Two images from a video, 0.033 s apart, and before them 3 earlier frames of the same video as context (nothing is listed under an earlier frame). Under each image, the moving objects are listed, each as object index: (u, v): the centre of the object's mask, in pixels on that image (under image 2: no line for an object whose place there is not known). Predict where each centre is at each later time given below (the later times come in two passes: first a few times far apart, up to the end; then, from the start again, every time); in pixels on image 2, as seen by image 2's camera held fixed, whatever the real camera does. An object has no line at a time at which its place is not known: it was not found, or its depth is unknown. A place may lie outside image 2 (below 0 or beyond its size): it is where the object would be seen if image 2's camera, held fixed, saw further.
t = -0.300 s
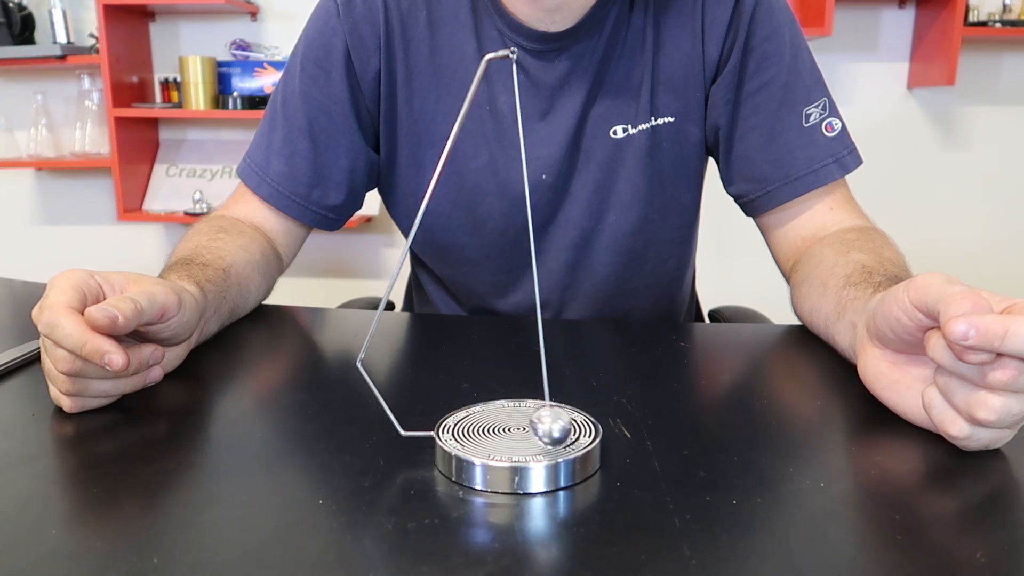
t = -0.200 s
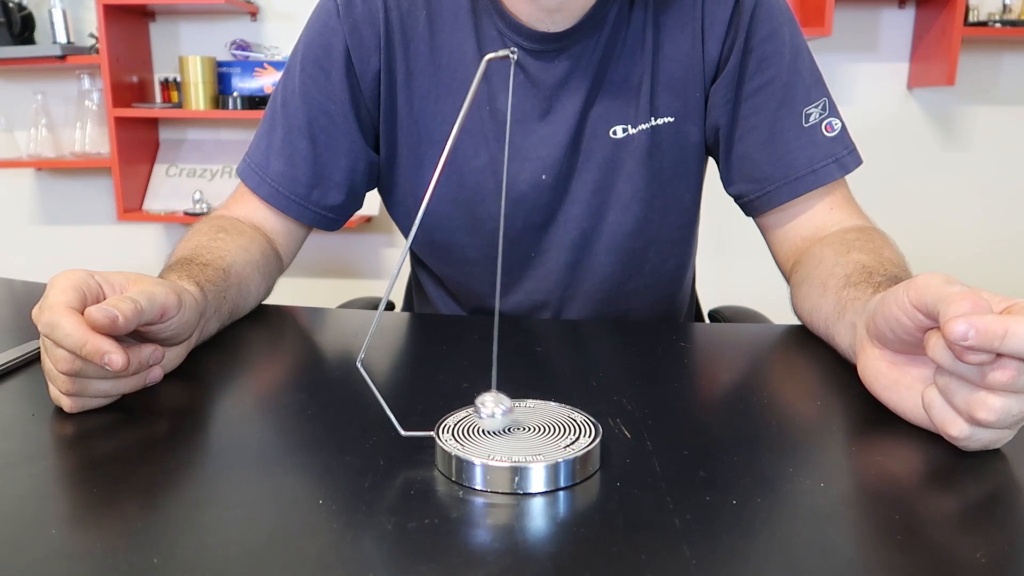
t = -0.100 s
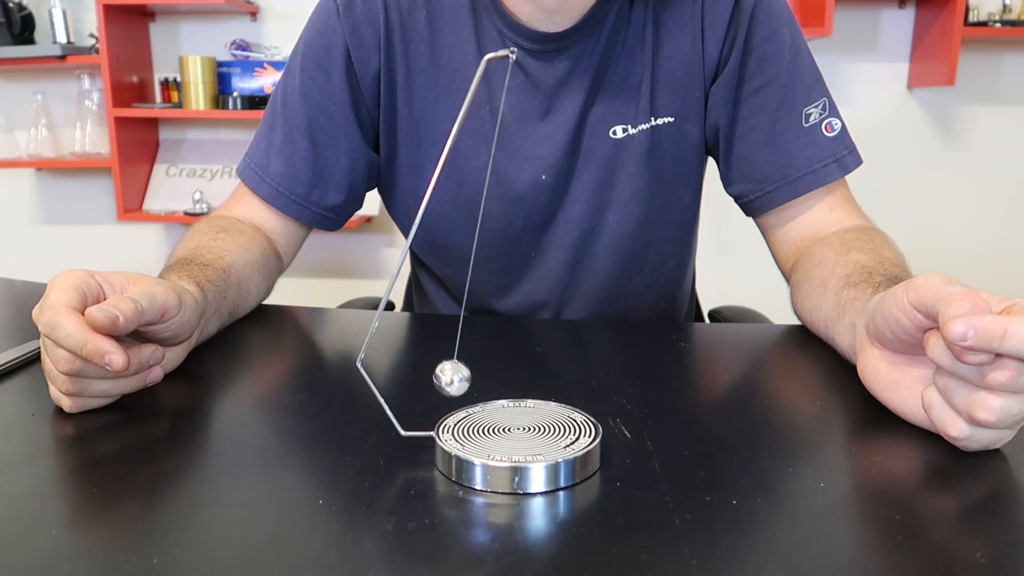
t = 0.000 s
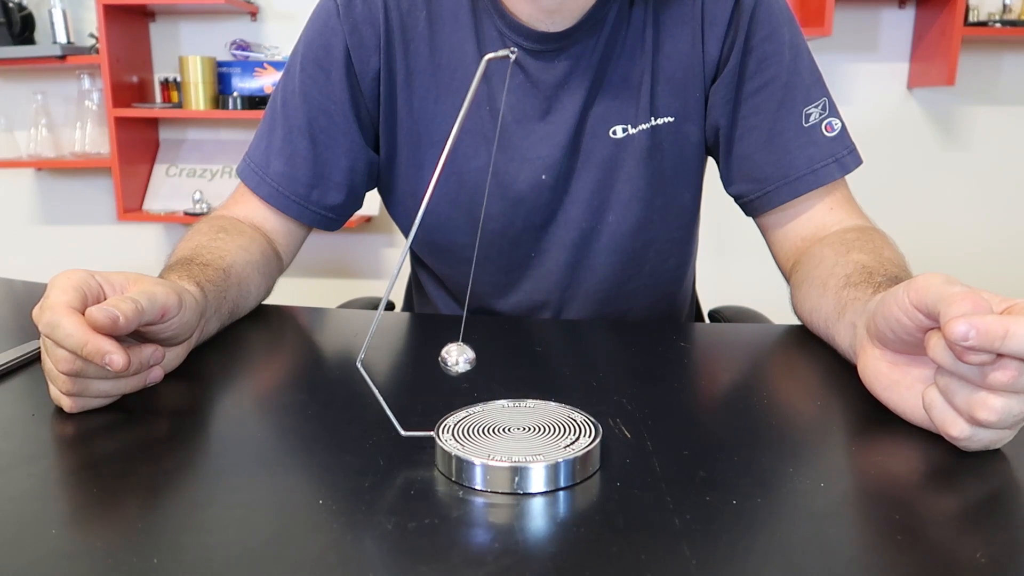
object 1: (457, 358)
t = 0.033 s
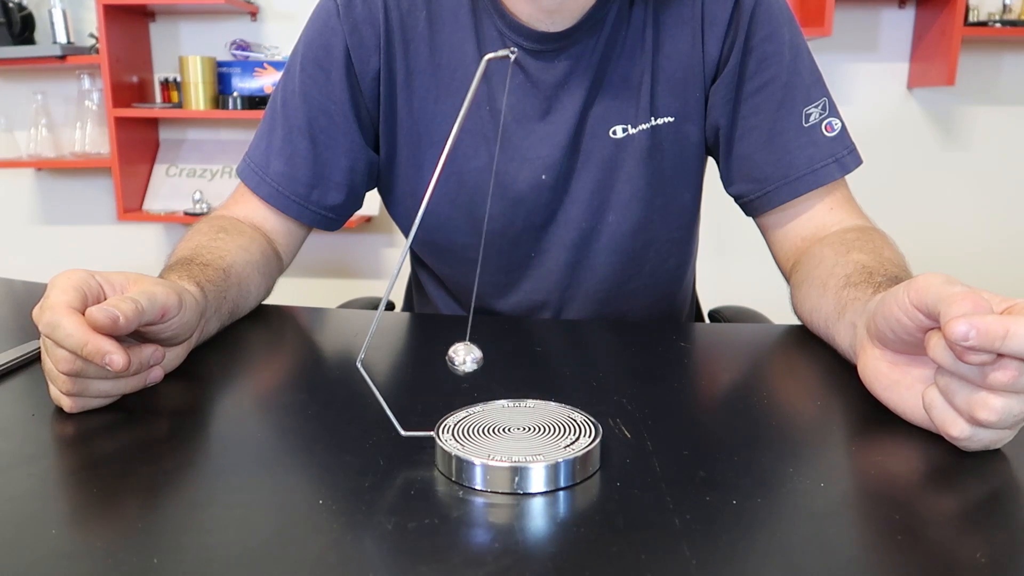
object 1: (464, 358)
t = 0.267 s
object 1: (586, 395)
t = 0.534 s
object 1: (581, 413)
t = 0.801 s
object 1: (397, 398)
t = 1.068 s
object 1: (530, 414)
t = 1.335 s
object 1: (607, 411)
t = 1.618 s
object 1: (433, 378)
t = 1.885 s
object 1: (508, 399)
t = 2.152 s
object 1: (614, 411)
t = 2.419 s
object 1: (454, 405)
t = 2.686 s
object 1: (448, 410)
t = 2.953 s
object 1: (614, 408)
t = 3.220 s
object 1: (495, 399)
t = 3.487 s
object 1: (442, 391)
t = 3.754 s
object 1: (599, 410)
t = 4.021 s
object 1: (492, 415)
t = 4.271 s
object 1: (419, 400)
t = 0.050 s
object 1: (469, 359)
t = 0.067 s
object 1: (474, 360)
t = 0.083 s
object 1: (480, 363)
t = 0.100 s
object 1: (486, 366)
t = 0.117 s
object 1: (492, 369)
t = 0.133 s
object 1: (499, 374)
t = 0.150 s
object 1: (508, 378)
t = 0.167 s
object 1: (518, 383)
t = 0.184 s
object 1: (529, 387)
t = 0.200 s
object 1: (539, 389)
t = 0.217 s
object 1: (550, 392)
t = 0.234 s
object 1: (561, 394)
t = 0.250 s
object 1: (574, 395)
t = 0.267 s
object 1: (586, 395)
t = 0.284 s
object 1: (596, 395)
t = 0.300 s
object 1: (605, 394)
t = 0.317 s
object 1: (613, 393)
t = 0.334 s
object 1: (619, 393)
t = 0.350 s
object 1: (625, 393)
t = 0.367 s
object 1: (628, 393)
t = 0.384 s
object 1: (631, 394)
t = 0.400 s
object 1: (631, 395)
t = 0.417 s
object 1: (630, 396)
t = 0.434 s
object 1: (628, 398)
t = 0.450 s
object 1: (624, 401)
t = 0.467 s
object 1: (618, 403)
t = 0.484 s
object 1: (611, 406)
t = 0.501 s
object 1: (603, 408)
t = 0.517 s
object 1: (594, 410)
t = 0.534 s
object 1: (581, 413)
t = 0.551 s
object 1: (564, 416)
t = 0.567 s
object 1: (549, 417)
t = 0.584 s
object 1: (535, 418)
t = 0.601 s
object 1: (522, 418)
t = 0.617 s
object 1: (508, 417)
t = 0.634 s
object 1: (495, 415)
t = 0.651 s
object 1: (481, 413)
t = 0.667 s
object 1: (467, 410)
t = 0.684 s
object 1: (451, 408)
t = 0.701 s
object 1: (438, 406)
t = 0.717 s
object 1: (428, 405)
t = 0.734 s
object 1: (419, 404)
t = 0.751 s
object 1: (411, 402)
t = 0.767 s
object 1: (405, 400)
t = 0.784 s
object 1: (400, 399)
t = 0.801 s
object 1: (397, 398)
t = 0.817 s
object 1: (395, 397)
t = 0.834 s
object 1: (395, 397)
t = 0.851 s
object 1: (397, 397)
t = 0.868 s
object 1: (399, 398)
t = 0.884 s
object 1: (404, 399)
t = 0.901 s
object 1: (410, 400)
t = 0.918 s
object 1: (418, 402)
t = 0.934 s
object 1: (426, 403)
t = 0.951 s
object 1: (436, 404)
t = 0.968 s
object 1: (448, 406)
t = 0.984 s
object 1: (462, 407)
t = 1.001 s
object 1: (476, 409)
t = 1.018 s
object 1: (489, 411)
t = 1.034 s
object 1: (502, 413)
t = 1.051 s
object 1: (516, 414)
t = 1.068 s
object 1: (530, 414)
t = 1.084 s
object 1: (543, 414)
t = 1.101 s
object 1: (557, 413)
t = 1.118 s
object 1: (572, 411)
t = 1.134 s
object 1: (586, 410)
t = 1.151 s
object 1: (596, 410)
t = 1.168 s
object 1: (605, 409)
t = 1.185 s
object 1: (611, 409)
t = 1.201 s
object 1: (617, 408)
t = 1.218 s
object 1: (621, 407)
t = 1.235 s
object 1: (624, 407)
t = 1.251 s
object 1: (624, 407)
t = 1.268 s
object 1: (624, 408)
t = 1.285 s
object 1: (622, 408)
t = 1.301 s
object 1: (618, 409)
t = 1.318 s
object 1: (614, 410)
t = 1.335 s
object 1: (607, 411)
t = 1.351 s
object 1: (600, 412)
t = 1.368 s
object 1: (590, 413)
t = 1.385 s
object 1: (577, 413)
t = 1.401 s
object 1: (562, 414)
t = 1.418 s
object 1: (549, 414)
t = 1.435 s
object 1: (536, 414)
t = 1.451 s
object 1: (523, 413)
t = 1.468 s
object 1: (511, 411)
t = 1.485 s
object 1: (499, 409)
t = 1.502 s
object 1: (488, 406)
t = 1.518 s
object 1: (476, 403)
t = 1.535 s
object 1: (465, 399)
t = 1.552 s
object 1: (455, 396)
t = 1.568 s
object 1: (447, 392)
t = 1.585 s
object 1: (441, 387)
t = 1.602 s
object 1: (436, 382)
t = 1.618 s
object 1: (433, 378)
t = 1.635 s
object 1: (432, 375)
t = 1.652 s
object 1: (431, 372)
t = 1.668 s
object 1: (432, 370)
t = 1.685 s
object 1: (433, 369)
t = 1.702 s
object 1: (436, 368)
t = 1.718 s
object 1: (439, 368)
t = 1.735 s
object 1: (444, 369)
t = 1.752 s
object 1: (449, 370)
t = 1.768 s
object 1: (455, 373)
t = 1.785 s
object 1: (462, 375)
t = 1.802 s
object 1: (470, 379)
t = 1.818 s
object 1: (478, 382)
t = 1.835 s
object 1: (486, 386)
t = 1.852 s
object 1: (493, 391)
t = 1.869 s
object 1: (500, 395)
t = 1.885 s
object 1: (508, 399)
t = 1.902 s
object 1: (515, 403)
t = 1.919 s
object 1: (523, 407)
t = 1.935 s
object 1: (531, 411)
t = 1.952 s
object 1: (539, 414)
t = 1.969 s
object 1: (547, 417)
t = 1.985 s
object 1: (556, 419)
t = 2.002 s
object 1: (566, 420)
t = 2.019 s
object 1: (577, 419)
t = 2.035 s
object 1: (587, 419)
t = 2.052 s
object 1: (595, 417)
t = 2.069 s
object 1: (602, 416)
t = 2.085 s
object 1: (606, 415)
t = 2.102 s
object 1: (611, 413)
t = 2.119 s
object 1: (613, 412)
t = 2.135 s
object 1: (614, 411)
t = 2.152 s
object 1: (614, 411)
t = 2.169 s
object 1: (613, 410)
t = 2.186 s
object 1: (610, 410)
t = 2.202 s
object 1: (605, 409)
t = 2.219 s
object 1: (599, 409)
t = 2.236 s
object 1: (592, 409)
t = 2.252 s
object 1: (581, 409)
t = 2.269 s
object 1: (569, 409)
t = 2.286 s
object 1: (556, 410)
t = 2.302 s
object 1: (543, 412)
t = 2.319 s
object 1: (530, 412)
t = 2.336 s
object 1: (517, 412)
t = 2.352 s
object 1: (505, 412)
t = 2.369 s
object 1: (492, 410)
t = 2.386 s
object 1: (479, 409)
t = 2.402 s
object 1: (467, 407)
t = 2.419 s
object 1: (454, 405)
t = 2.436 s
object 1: (443, 404)
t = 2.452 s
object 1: (433, 403)
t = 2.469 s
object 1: (425, 403)
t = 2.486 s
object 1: (418, 402)
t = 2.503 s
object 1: (412, 401)
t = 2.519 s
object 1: (409, 401)
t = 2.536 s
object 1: (406, 401)
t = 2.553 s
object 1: (405, 401)
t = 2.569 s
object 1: (405, 401)
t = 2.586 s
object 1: (407, 402)
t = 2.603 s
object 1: (410, 403)
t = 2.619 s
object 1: (414, 405)
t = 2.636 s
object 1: (420, 406)
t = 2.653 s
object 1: (428, 407)
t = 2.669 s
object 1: (437, 408)
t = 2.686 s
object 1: (448, 410)
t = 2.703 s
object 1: (464, 412)
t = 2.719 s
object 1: (479, 414)
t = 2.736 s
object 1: (492, 415)
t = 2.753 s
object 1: (504, 416)
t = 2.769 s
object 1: (517, 416)
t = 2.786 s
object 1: (529, 415)
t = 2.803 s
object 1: (541, 414)
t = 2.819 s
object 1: (554, 412)
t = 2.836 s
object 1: (566, 410)
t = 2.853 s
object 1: (580, 409)
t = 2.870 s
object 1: (590, 408)
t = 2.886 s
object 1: (598, 408)
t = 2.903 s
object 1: (605, 408)
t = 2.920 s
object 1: (609, 408)
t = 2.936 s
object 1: (613, 408)
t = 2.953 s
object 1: (614, 408)
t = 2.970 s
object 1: (615, 408)
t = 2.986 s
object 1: (614, 409)
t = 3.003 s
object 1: (612, 410)
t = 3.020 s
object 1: (608, 410)
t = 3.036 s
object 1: (603, 412)
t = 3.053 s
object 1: (597, 413)
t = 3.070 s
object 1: (589, 414)
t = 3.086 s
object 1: (577, 415)
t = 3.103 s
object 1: (563, 415)
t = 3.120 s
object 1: (552, 414)
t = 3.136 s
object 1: (542, 413)
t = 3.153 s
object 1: (533, 411)
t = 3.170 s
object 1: (523, 408)
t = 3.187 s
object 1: (514, 406)
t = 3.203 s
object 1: (504, 403)
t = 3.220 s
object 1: (495, 399)
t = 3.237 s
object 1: (487, 396)
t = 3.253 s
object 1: (477, 392)
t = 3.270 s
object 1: (467, 388)
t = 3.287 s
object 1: (456, 384)
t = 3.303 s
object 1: (448, 381)
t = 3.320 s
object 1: (441, 379)
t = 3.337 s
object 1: (436, 378)
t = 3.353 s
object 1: (432, 377)
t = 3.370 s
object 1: (429, 376)
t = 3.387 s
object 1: (427, 377)
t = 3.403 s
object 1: (426, 378)
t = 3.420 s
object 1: (427, 379)
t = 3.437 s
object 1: (429, 382)
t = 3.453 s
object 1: (432, 384)
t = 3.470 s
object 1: (436, 387)
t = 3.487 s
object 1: (442, 391)
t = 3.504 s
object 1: (449, 394)
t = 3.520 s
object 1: (458, 398)
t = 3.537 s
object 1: (468, 400)
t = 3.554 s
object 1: (479, 402)
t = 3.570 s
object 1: (491, 404)
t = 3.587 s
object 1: (502, 406)
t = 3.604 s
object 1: (514, 407)
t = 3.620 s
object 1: (525, 408)
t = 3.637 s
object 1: (537, 408)
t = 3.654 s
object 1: (548, 408)
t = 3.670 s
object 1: (560, 408)
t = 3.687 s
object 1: (570, 407)
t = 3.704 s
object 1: (581, 407)
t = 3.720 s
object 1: (589, 408)
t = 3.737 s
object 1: (595, 409)
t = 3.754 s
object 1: (599, 410)
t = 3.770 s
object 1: (601, 412)
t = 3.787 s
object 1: (602, 413)
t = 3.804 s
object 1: (600, 414)
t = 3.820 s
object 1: (597, 416)
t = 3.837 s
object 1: (593, 418)
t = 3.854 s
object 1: (587, 419)
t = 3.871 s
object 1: (581, 421)
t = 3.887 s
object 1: (573, 422)
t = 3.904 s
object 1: (564, 423)
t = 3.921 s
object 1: (554, 422)
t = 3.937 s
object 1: (545, 423)
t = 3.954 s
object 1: (535, 422)
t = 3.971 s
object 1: (525, 421)
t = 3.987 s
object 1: (514, 419)
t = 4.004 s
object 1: (503, 418)
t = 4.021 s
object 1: (492, 415)
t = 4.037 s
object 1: (481, 413)
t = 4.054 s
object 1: (470, 410)
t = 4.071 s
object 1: (457, 407)
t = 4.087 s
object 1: (446, 405)
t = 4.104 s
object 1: (436, 404)
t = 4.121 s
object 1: (428, 403)
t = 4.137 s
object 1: (422, 401)
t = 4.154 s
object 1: (417, 400)
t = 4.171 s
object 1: (413, 399)
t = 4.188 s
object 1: (411, 399)
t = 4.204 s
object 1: (410, 399)
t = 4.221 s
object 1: (410, 399)
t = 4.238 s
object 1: (412, 399)
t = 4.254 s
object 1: (415, 400)
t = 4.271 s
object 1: (419, 400)
